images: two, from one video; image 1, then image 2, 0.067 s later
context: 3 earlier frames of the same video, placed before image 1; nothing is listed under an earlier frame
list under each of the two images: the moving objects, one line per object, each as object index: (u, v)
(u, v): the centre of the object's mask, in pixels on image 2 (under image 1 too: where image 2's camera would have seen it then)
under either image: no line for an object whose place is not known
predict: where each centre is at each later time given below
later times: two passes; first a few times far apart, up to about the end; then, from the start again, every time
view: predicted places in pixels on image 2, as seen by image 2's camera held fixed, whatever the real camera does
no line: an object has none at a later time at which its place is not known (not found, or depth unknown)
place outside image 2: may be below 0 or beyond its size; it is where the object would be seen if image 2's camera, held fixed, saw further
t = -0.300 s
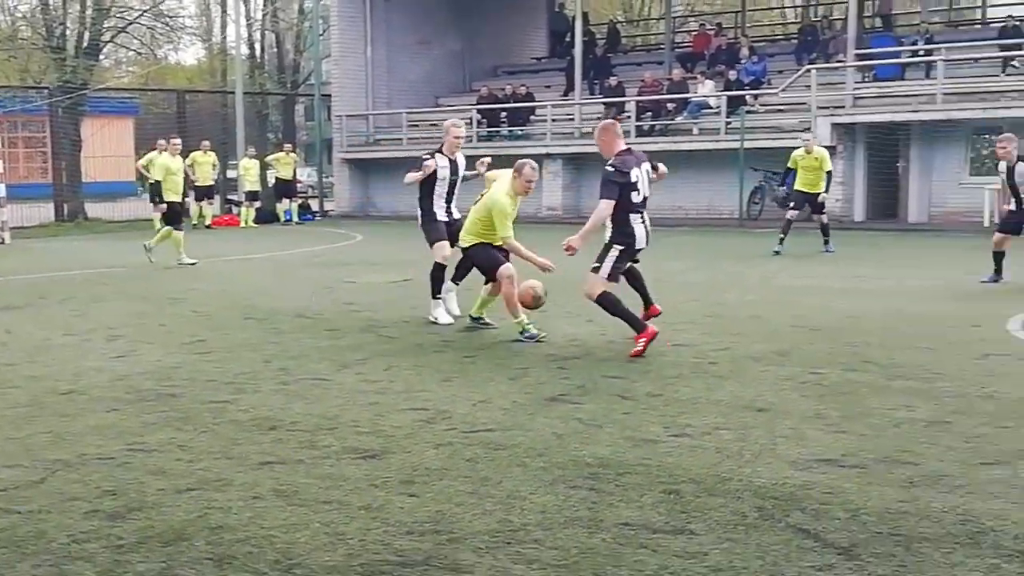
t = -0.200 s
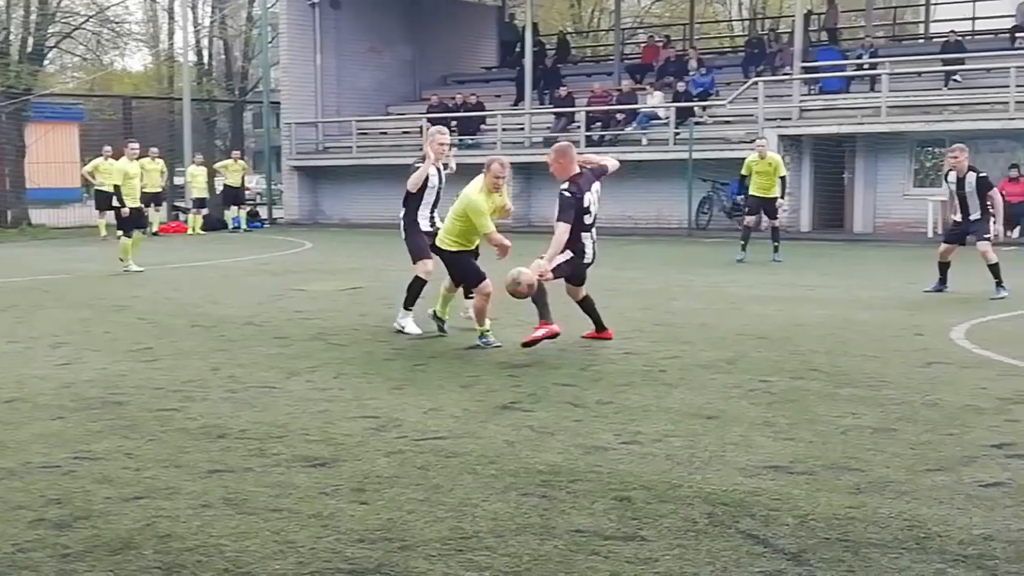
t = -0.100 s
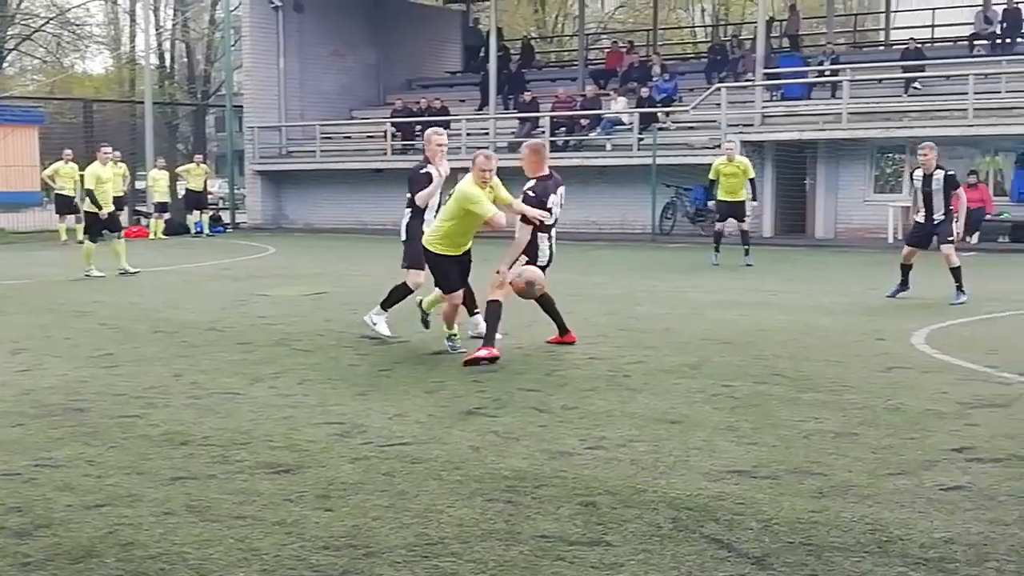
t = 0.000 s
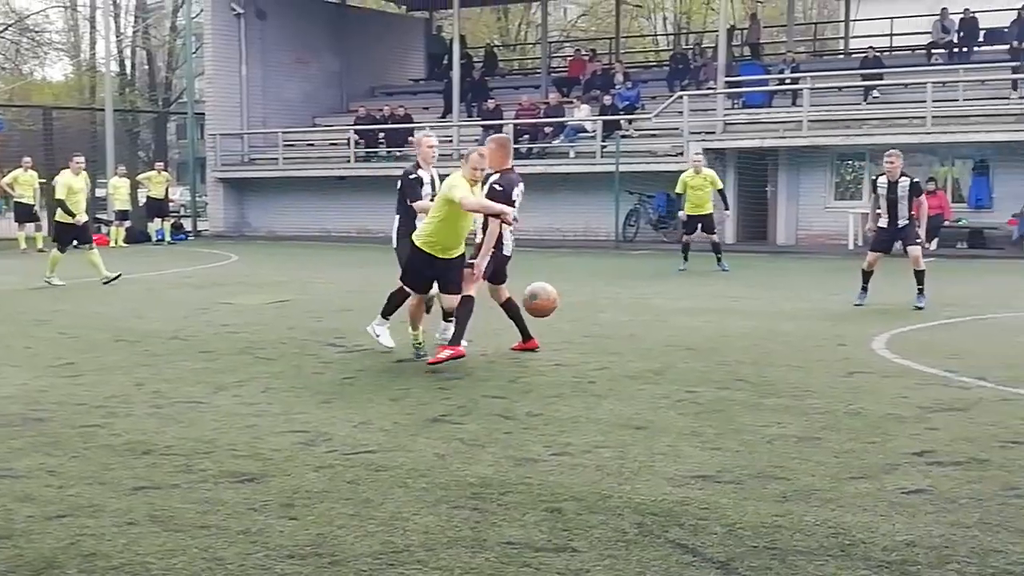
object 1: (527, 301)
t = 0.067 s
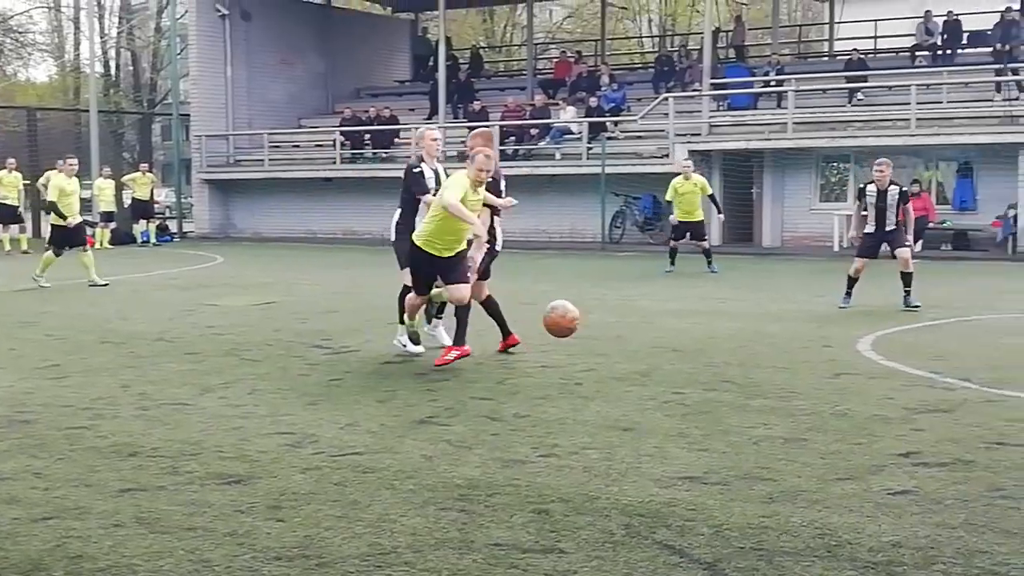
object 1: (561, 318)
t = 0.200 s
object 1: (638, 384)
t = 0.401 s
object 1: (742, 415)
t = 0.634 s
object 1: (865, 458)
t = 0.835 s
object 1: (994, 486)
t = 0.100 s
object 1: (579, 331)
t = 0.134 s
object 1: (598, 346)
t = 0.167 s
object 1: (617, 363)
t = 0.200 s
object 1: (638, 384)
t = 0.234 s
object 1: (659, 407)
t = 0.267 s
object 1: (681, 434)
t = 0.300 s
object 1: (698, 432)
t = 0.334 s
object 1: (713, 424)
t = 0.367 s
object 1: (727, 419)
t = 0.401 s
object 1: (742, 415)
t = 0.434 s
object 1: (759, 413)
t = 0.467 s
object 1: (775, 413)
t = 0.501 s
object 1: (793, 417)
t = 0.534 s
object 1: (810, 424)
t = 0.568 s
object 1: (829, 433)
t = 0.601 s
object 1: (846, 444)
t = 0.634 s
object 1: (865, 458)
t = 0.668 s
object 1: (886, 475)
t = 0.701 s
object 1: (906, 486)
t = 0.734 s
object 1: (927, 483)
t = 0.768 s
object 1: (949, 482)
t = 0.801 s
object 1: (971, 483)
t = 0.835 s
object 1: (994, 486)
